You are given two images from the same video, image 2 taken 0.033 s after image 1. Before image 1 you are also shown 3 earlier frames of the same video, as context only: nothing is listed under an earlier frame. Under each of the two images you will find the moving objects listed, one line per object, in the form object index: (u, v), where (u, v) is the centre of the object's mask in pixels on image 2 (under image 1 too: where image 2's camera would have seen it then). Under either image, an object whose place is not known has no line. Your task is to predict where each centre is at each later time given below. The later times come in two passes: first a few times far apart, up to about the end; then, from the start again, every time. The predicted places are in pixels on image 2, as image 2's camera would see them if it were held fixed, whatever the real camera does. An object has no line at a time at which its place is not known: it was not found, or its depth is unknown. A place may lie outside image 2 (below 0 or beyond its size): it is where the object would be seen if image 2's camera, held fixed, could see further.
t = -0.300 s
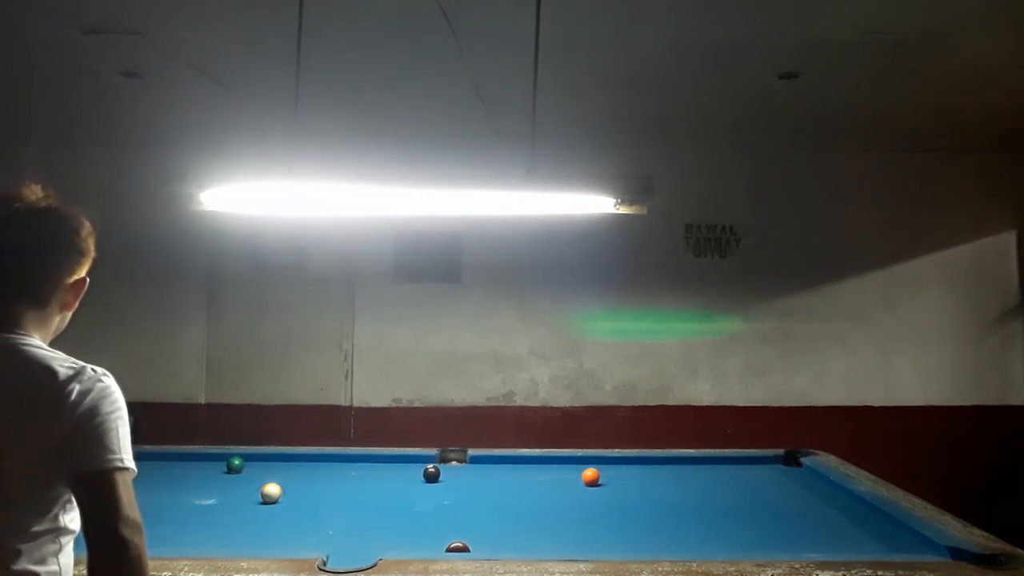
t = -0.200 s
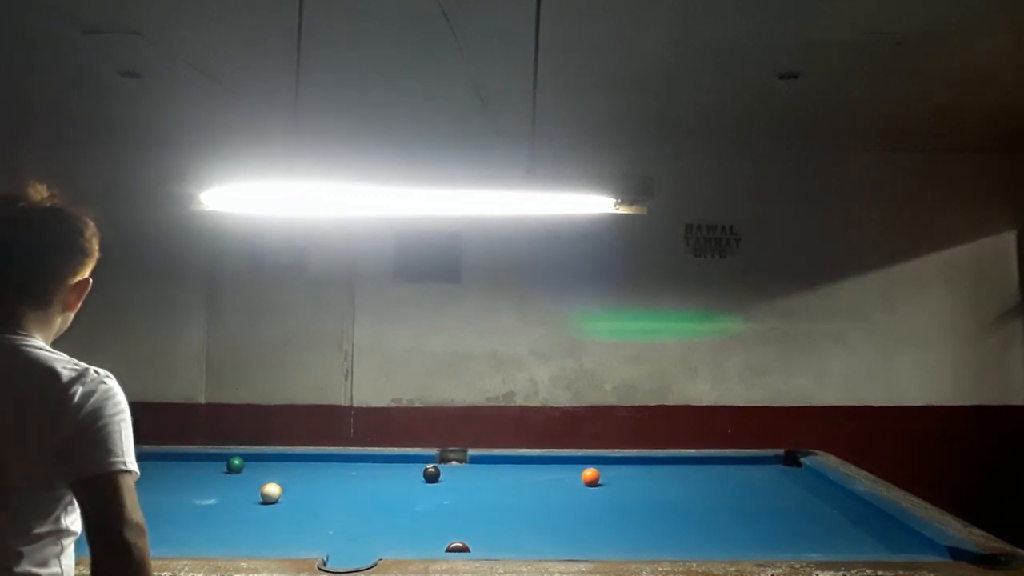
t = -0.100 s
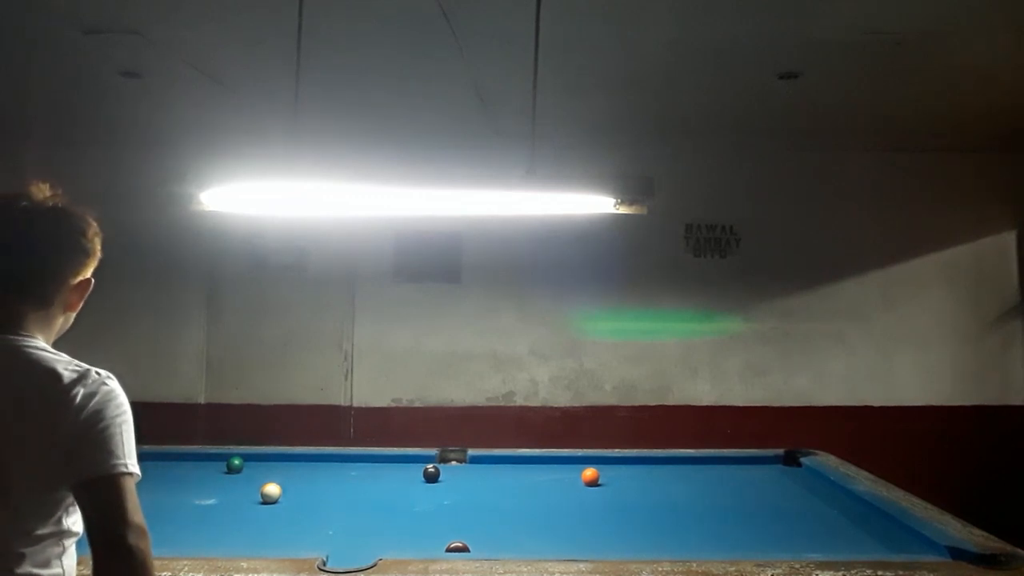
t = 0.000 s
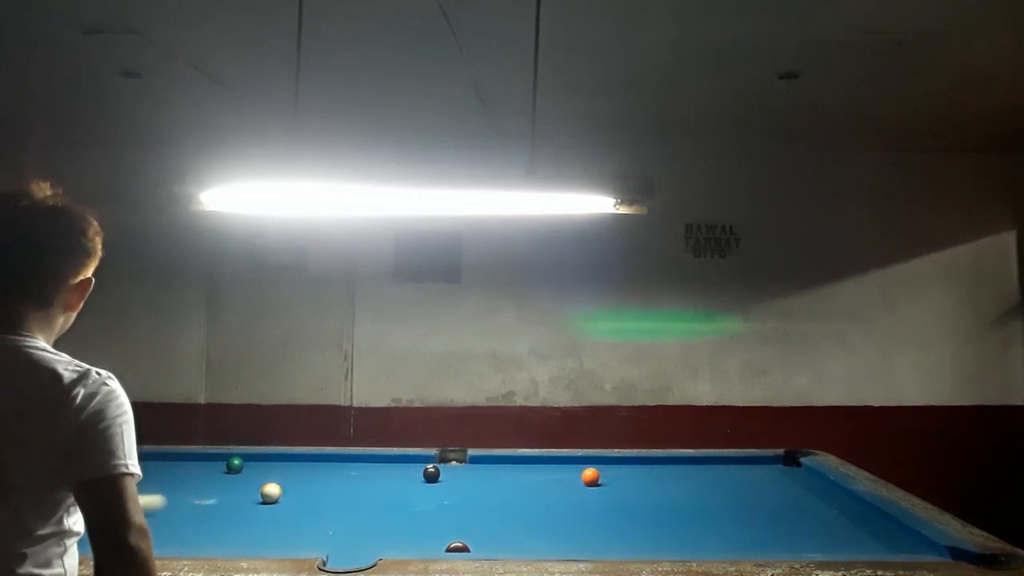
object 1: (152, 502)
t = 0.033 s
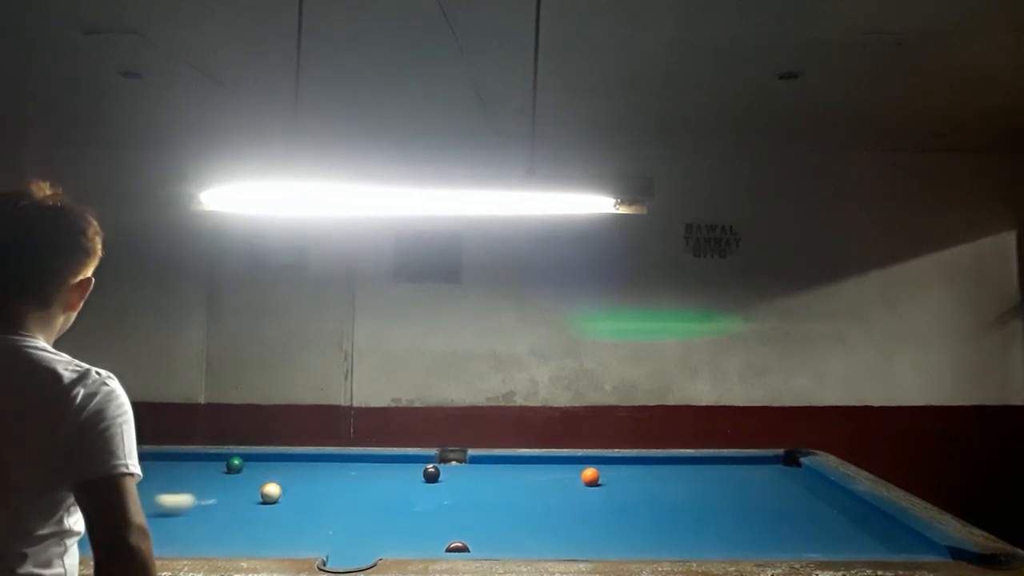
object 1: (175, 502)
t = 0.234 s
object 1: (326, 501)
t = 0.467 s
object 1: (480, 500)
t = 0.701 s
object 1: (629, 498)
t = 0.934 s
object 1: (768, 496)
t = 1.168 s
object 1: (815, 496)
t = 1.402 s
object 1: (753, 497)
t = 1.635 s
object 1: (691, 499)
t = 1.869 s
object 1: (632, 500)
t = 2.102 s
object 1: (574, 502)
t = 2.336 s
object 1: (519, 504)
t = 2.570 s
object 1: (465, 505)
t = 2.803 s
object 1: (413, 506)
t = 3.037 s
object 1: (363, 507)
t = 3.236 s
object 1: (321, 508)
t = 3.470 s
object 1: (275, 509)
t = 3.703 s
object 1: (231, 510)
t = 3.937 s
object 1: (190, 511)
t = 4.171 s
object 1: (150, 512)
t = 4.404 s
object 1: (113, 513)
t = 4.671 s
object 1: (75, 513)
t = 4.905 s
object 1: (44, 513)
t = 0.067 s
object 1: (203, 502)
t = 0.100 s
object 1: (231, 501)
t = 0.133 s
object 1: (256, 500)
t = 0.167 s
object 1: (283, 501)
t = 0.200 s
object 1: (304, 501)
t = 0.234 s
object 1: (326, 501)
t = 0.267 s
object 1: (349, 500)
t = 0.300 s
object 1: (371, 500)
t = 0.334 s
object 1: (393, 500)
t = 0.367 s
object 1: (415, 500)
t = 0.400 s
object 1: (437, 500)
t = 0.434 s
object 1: (459, 500)
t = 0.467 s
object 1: (480, 500)
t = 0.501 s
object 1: (502, 500)
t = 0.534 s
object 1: (524, 500)
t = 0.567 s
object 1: (545, 499)
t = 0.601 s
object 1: (566, 499)
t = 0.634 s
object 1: (587, 499)
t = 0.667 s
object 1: (608, 498)
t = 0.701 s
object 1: (629, 498)
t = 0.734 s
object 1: (649, 498)
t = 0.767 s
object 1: (669, 497)
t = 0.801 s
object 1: (689, 497)
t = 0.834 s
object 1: (709, 497)
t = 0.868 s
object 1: (729, 496)
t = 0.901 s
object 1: (749, 496)
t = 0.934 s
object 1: (768, 496)
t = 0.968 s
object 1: (788, 495)
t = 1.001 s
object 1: (808, 495)
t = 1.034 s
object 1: (828, 495)
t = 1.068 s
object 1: (842, 495)
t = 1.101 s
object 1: (837, 495)
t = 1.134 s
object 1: (825, 495)
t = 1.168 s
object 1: (815, 496)
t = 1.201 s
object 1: (806, 496)
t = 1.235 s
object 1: (797, 496)
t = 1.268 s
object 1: (788, 496)
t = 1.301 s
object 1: (779, 497)
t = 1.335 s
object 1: (770, 497)
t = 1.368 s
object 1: (762, 497)
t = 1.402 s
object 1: (753, 497)
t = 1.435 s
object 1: (744, 498)
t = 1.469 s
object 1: (736, 498)
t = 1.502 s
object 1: (727, 498)
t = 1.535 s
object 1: (717, 498)
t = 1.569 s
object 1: (709, 498)
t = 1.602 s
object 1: (700, 498)
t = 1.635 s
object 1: (691, 499)
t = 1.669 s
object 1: (683, 499)
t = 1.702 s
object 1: (674, 499)
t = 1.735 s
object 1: (666, 500)
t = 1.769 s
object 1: (657, 499)
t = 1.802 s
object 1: (649, 500)
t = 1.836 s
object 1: (640, 500)
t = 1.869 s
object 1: (632, 500)
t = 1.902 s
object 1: (624, 500)
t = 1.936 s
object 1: (615, 500)
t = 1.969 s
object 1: (608, 501)
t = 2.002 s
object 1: (599, 501)
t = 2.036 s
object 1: (591, 502)
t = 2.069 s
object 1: (583, 502)
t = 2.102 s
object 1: (574, 502)
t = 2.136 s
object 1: (566, 502)
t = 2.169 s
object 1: (558, 502)
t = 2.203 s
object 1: (550, 503)
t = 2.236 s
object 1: (542, 503)
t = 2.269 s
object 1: (535, 503)
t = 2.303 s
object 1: (527, 503)
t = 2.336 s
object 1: (519, 504)
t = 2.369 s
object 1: (511, 504)
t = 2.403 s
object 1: (503, 504)
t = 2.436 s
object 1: (495, 504)
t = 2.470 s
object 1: (488, 505)
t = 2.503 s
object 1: (480, 505)
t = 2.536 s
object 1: (473, 505)
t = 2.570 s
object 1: (465, 505)
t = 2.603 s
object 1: (458, 505)
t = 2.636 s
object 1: (450, 505)
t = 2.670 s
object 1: (442, 506)
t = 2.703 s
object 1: (435, 506)
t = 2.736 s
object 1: (427, 506)
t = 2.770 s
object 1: (420, 506)
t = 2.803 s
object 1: (413, 506)
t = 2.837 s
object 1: (406, 506)
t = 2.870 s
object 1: (398, 507)
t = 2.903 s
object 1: (391, 507)
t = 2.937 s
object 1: (384, 507)
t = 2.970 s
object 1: (377, 507)
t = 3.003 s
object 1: (370, 507)
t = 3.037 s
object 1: (363, 507)
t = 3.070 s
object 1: (355, 508)
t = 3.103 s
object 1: (349, 507)
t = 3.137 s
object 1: (342, 507)
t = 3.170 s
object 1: (335, 508)
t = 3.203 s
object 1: (328, 508)
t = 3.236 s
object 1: (321, 508)
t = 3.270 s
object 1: (315, 508)
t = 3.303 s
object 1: (308, 508)
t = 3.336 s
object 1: (301, 509)
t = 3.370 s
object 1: (294, 509)
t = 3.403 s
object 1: (288, 509)
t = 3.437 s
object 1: (281, 509)
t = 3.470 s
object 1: (275, 509)
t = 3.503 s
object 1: (268, 510)
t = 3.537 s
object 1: (262, 510)
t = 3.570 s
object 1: (255, 510)
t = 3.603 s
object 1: (250, 510)
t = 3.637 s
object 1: (244, 509)
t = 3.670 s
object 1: (237, 510)
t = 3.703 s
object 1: (231, 510)
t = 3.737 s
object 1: (224, 510)
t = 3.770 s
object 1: (219, 511)
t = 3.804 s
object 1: (212, 511)
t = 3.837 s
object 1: (207, 510)
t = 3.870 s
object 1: (201, 511)
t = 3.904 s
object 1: (195, 511)
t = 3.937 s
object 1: (190, 511)
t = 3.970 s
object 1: (184, 511)
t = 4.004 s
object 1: (179, 511)
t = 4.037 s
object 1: (172, 512)
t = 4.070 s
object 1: (167, 512)
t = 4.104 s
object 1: (162, 511)
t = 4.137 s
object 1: (156, 512)
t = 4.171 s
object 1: (150, 512)
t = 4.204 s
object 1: (145, 512)
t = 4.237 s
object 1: (140, 512)
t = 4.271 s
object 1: (134, 512)
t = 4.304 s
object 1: (129, 512)
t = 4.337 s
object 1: (123, 512)
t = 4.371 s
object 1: (119, 512)
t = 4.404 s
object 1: (113, 513)
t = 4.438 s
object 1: (108, 513)
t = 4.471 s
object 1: (104, 512)
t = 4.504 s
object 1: (98, 513)
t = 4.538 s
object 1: (94, 513)
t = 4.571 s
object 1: (90, 512)
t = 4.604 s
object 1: (84, 513)
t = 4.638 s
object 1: (79, 513)
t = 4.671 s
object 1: (75, 513)
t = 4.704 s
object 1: (70, 513)
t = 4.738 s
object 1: (65, 513)
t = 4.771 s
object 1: (61, 513)
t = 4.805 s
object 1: (56, 514)
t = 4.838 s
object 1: (52, 513)
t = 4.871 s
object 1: (48, 513)
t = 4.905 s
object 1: (44, 513)
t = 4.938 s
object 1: (40, 514)
